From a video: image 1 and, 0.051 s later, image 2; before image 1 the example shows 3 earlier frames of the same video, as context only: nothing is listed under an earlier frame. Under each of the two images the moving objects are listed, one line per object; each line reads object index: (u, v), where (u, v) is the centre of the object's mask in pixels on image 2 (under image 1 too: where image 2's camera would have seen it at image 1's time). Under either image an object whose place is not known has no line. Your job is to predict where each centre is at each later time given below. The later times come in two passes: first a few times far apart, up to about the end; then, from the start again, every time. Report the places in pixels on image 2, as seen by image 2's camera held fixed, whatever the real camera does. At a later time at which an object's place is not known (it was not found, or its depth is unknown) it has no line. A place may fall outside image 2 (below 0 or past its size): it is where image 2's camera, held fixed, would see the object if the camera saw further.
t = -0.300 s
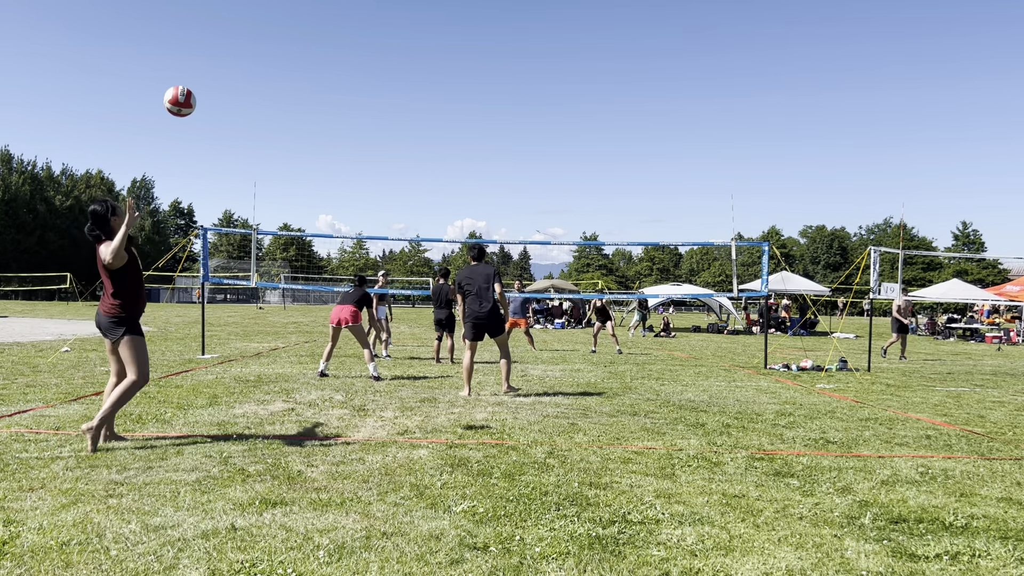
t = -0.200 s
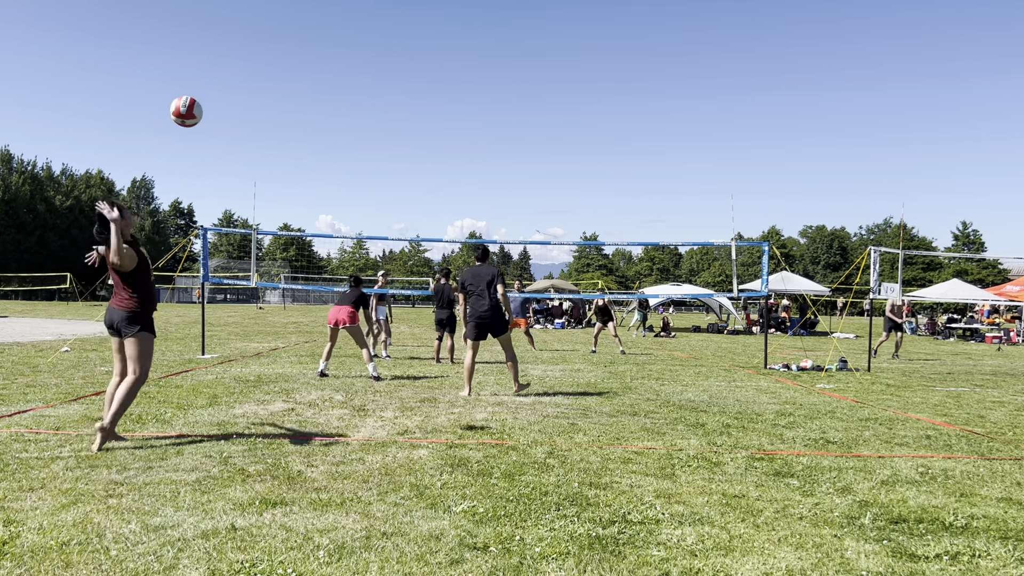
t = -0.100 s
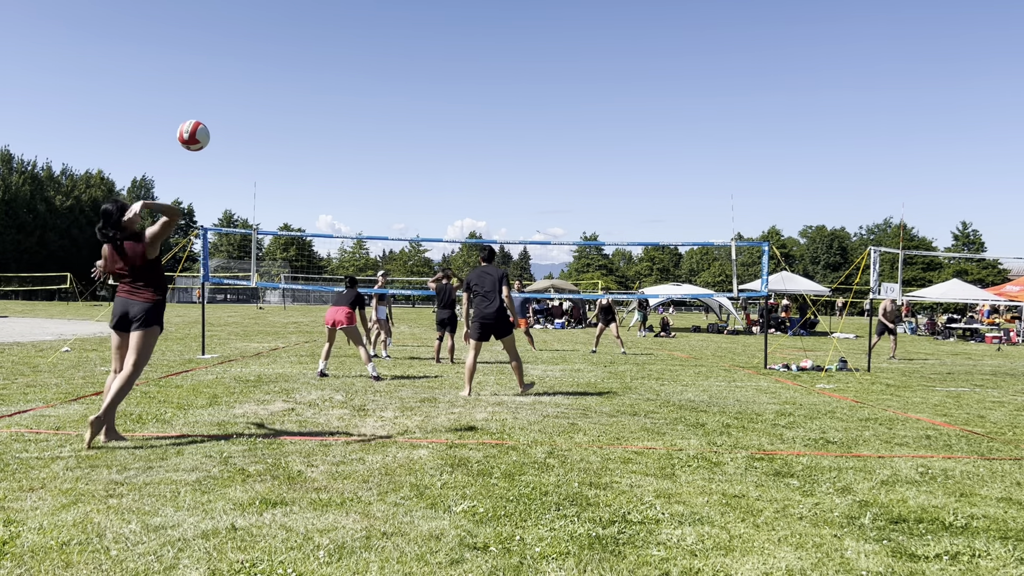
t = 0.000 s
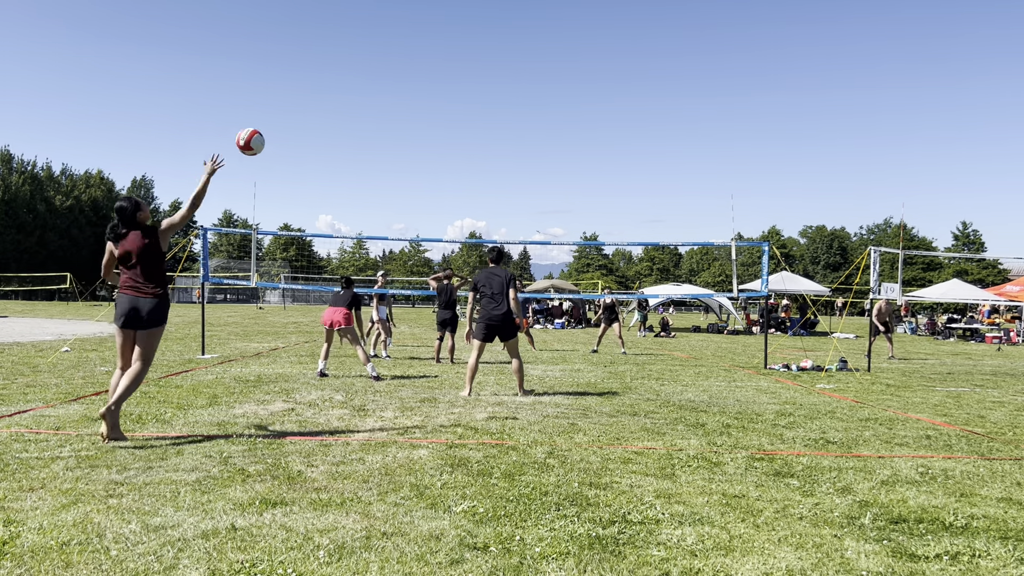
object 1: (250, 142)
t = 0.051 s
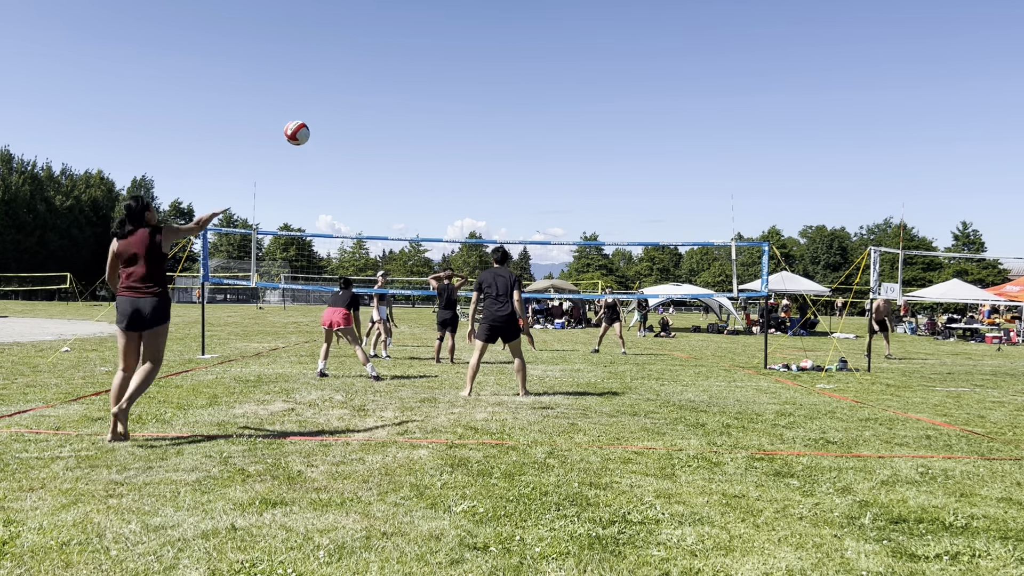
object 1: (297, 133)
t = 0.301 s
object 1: (441, 129)
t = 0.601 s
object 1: (534, 171)
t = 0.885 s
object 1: (586, 236)
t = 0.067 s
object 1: (311, 131)
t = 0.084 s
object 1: (323, 129)
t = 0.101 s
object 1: (335, 127)
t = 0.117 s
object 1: (347, 126)
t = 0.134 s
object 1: (357, 125)
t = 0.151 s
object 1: (368, 125)
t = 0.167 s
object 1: (377, 124)
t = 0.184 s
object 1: (387, 124)
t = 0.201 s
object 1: (395, 124)
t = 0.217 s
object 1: (404, 125)
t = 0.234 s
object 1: (412, 126)
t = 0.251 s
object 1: (420, 126)
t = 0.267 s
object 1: (427, 127)
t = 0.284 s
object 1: (434, 128)
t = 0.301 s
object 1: (441, 129)
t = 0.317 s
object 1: (448, 131)
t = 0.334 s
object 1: (454, 132)
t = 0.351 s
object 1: (461, 134)
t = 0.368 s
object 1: (467, 135)
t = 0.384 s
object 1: (472, 137)
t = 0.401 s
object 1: (478, 139)
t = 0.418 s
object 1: (483, 141)
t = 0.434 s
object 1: (489, 143)
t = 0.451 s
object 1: (494, 146)
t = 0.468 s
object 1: (499, 148)
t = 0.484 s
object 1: (503, 151)
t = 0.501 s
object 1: (508, 153)
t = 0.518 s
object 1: (513, 156)
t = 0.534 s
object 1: (517, 159)
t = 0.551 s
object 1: (521, 162)
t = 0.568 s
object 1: (526, 165)
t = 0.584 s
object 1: (530, 168)
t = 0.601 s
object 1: (534, 171)
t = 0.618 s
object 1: (537, 174)
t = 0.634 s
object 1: (541, 178)
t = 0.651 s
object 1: (545, 181)
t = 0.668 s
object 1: (549, 185)
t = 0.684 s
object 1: (552, 188)
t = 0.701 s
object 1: (555, 192)
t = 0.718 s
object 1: (558, 196)
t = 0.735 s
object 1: (562, 199)
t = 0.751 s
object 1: (565, 203)
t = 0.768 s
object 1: (568, 207)
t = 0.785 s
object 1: (570, 211)
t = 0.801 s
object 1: (573, 215)
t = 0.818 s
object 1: (576, 219)
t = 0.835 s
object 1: (578, 223)
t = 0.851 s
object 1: (581, 227)
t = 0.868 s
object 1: (584, 231)
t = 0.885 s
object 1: (586, 236)
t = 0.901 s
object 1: (588, 238)
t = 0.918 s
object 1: (592, 238)
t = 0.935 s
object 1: (592, 248)
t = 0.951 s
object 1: (594, 251)
